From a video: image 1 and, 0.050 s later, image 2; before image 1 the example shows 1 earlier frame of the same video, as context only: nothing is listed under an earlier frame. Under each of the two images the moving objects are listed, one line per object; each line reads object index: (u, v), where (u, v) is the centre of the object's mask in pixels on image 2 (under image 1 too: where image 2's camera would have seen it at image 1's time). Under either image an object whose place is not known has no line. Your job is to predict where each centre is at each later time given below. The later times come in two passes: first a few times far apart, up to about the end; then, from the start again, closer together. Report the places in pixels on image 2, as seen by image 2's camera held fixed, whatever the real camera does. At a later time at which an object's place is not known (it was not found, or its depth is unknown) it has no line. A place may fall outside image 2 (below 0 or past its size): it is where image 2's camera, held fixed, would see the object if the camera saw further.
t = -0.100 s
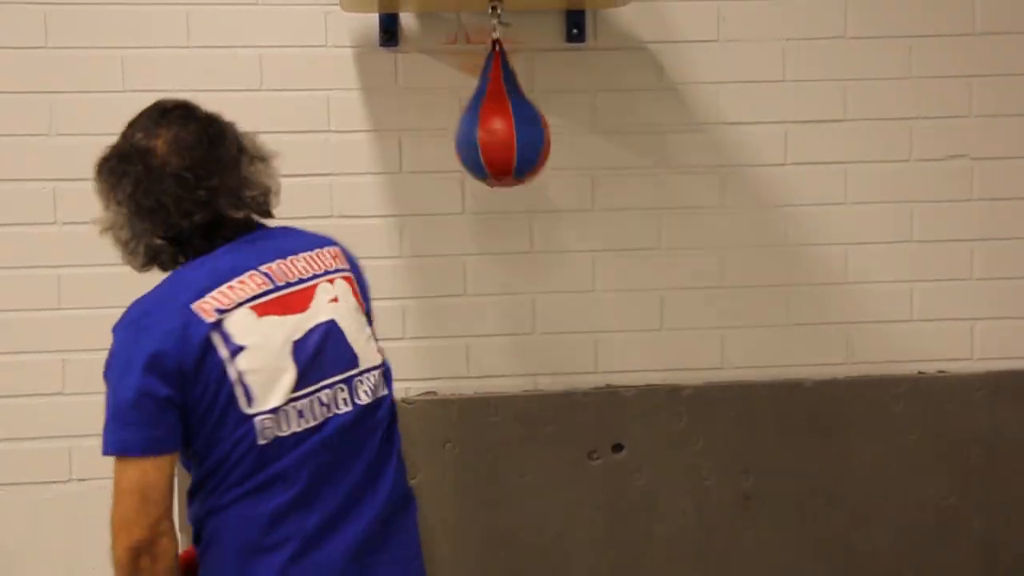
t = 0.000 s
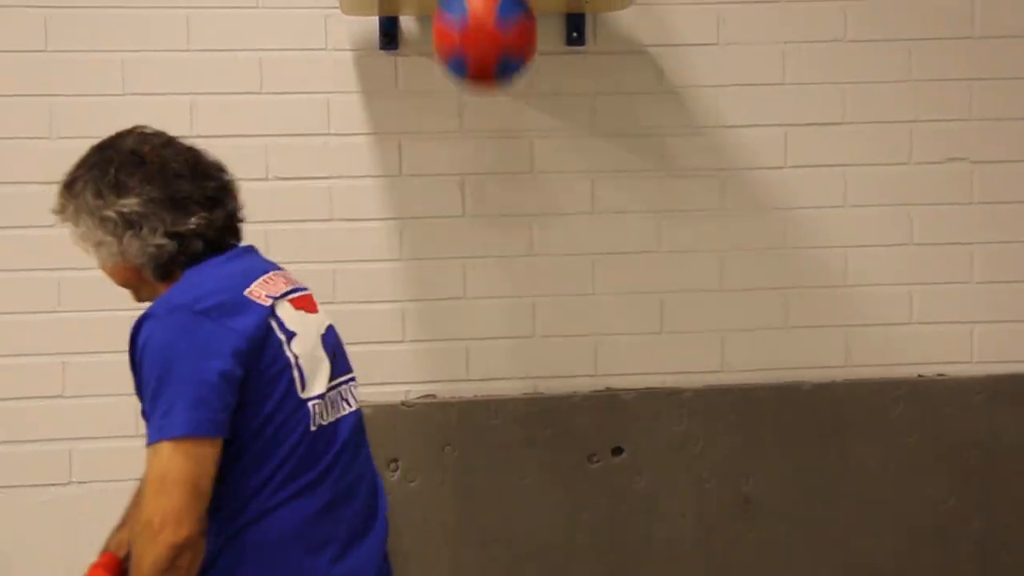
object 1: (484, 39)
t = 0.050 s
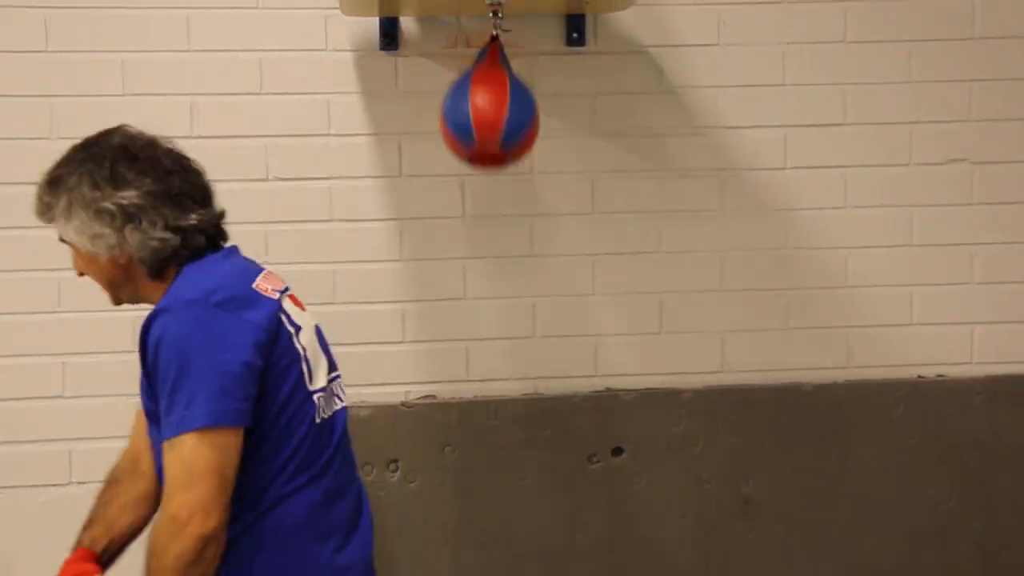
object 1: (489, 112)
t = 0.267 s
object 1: (509, 108)
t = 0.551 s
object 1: (490, 107)
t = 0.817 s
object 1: (510, 78)
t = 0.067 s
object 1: (491, 124)
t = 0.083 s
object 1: (494, 131)
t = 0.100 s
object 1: (497, 132)
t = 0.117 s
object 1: (499, 128)
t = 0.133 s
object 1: (501, 119)
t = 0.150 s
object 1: (503, 106)
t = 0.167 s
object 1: (505, 91)
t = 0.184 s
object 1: (506, 73)
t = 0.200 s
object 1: (508, 53)
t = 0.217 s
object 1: (509, 61)
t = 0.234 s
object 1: (509, 78)
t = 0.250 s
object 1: (509, 95)
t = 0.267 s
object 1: (509, 108)
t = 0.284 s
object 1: (509, 118)
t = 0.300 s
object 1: (508, 127)
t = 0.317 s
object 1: (507, 131)
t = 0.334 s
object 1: (505, 132)
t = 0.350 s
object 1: (503, 129)
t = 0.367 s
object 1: (500, 120)
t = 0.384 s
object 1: (498, 109)
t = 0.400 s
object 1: (495, 93)
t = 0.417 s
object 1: (492, 75)
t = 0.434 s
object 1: (489, 52)
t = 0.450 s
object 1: (486, 33)
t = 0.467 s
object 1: (485, 27)
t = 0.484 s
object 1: (485, 36)
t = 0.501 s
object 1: (486, 53)
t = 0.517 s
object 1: (486, 74)
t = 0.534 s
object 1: (488, 93)
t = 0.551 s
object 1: (490, 107)
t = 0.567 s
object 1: (492, 118)
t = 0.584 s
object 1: (494, 126)
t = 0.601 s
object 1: (496, 131)
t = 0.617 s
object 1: (498, 132)
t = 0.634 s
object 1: (500, 131)
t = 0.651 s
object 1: (502, 127)
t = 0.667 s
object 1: (504, 120)
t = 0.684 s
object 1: (505, 112)
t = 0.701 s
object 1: (507, 102)
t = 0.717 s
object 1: (508, 91)
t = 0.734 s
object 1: (509, 80)
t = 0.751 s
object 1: (510, 67)
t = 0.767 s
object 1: (510, 55)
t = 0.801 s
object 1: (511, 67)
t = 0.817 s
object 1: (510, 78)
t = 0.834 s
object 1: (510, 89)
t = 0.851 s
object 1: (510, 100)
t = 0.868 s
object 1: (509, 109)
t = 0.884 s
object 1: (507, 117)
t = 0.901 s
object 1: (506, 124)
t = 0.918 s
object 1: (505, 129)
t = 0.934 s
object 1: (503, 131)
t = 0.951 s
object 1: (501, 131)
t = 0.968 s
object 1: (499, 130)
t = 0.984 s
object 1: (497, 126)
